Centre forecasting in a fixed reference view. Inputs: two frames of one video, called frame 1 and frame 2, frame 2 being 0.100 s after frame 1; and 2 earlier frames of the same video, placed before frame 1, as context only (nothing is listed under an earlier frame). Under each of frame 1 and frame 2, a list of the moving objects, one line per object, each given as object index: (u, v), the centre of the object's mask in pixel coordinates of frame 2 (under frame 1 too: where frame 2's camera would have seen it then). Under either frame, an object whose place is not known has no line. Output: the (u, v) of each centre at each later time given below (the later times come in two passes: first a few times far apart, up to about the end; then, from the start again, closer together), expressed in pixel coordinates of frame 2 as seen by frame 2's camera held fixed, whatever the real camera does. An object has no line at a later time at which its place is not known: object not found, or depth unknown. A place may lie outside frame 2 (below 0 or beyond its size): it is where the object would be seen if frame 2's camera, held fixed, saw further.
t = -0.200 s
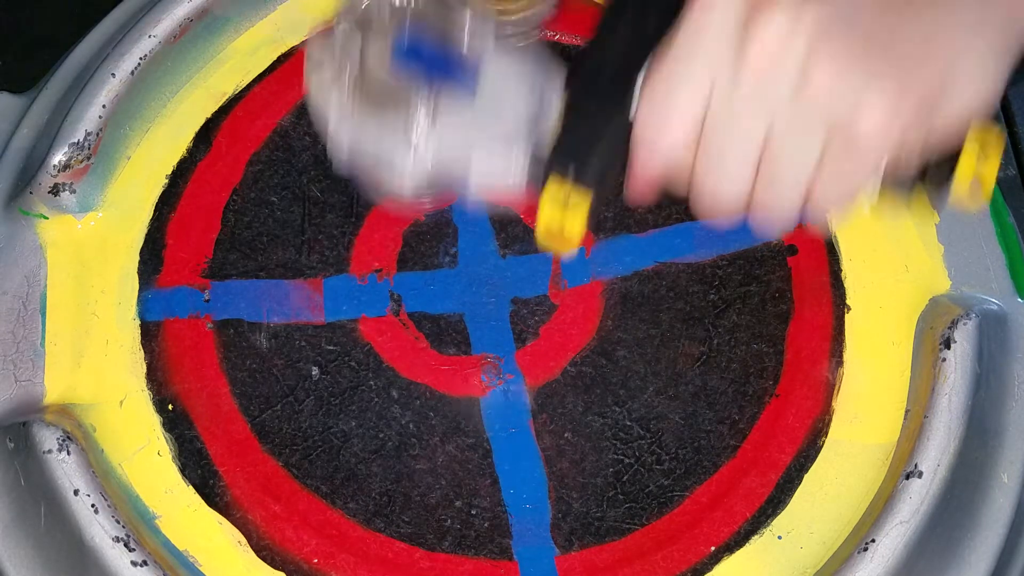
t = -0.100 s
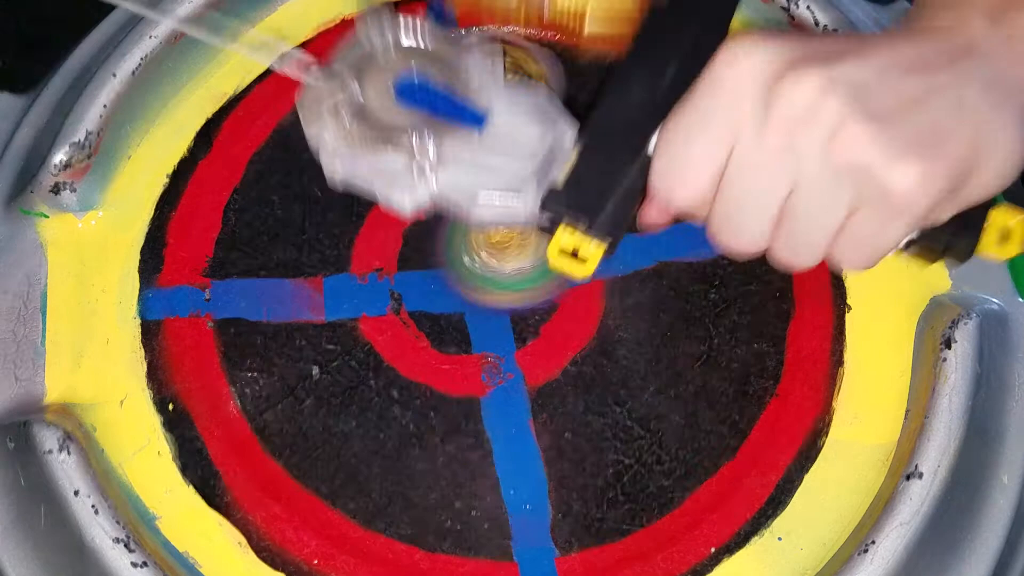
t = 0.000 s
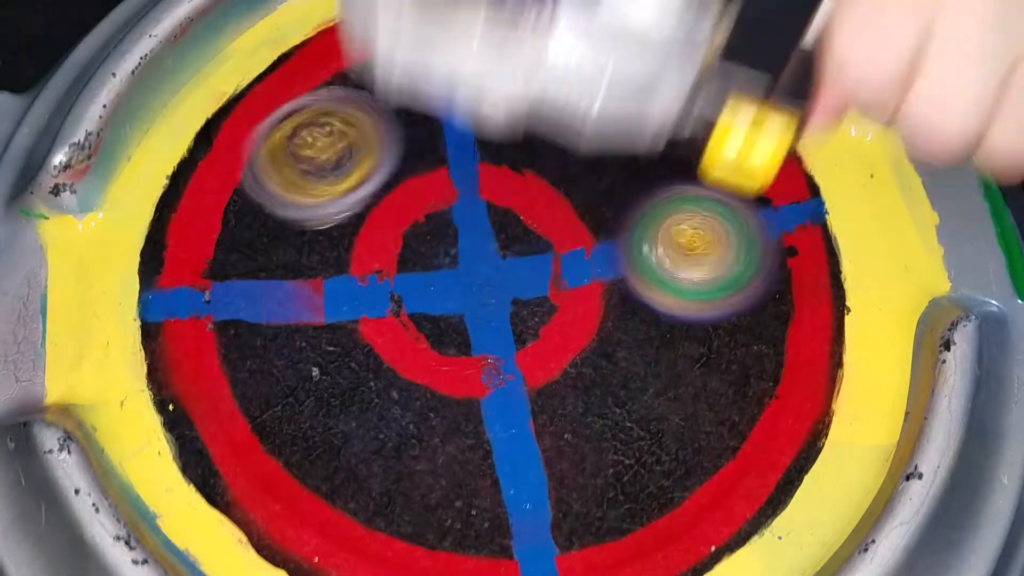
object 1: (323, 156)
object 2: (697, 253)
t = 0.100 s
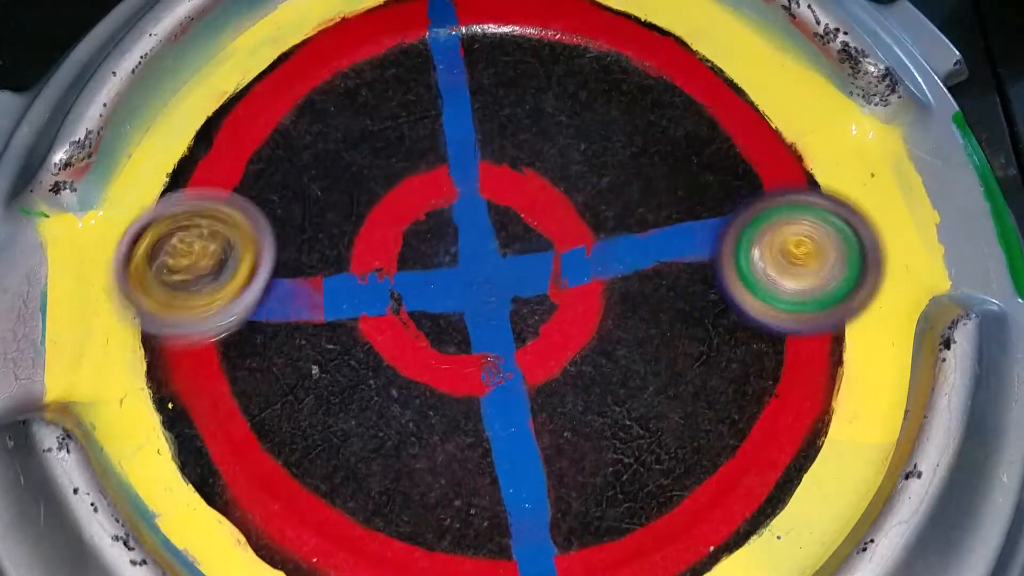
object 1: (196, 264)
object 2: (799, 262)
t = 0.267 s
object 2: (676, 337)
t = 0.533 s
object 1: (614, 539)
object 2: (568, 112)
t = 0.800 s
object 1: (555, 273)
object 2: (533, 123)
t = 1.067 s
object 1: (418, 358)
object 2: (507, 48)
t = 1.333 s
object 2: (565, 238)
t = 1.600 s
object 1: (631, 422)
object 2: (458, 206)
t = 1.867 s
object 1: (510, 285)
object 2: (367, 135)
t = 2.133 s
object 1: (425, 433)
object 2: (416, 107)
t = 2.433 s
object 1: (648, 370)
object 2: (489, 255)
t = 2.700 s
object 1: (450, 155)
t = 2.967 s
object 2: (163, 327)
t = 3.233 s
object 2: (304, 276)
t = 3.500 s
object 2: (419, 363)
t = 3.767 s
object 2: (473, 425)
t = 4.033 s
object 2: (421, 400)
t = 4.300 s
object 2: (376, 326)
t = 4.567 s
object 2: (455, 424)
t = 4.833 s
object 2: (578, 431)
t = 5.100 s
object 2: (601, 415)
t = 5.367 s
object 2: (618, 448)
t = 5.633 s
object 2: (581, 430)
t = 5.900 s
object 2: (540, 393)
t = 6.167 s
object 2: (593, 386)
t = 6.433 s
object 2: (615, 319)
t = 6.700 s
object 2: (592, 274)
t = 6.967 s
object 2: (584, 279)
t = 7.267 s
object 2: (586, 305)
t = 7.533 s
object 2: (626, 259)
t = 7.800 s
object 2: (566, 277)
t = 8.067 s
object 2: (540, 267)
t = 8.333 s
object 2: (527, 262)
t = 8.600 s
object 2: (563, 238)
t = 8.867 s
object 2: (610, 260)
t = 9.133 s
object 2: (613, 283)
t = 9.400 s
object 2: (647, 286)
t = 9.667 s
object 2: (680, 266)
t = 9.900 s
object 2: (679, 266)
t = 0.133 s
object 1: (175, 318)
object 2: (801, 274)
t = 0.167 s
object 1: (163, 378)
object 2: (783, 292)
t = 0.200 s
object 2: (758, 308)
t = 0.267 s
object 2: (676, 337)
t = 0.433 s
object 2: (589, 200)
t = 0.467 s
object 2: (583, 166)
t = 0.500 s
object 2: (576, 137)
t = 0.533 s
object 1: (614, 539)
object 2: (568, 112)
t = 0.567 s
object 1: (614, 523)
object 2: (560, 95)
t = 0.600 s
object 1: (614, 505)
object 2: (554, 83)
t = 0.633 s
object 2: (549, 78)
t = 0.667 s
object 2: (546, 81)
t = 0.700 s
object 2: (543, 89)
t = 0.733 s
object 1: (590, 328)
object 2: (540, 103)
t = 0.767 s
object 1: (571, 283)
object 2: (540, 120)
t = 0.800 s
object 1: (555, 273)
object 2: (533, 123)
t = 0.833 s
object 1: (544, 289)
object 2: (518, 96)
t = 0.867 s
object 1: (526, 302)
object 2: (507, 72)
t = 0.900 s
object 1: (505, 309)
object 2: (499, 54)
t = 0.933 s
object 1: (482, 315)
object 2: (492, 45)
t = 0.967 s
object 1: (462, 321)
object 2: (489, 40)
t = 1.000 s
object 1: (446, 331)
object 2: (491, 38)
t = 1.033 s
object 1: (430, 343)
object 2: (497, 41)
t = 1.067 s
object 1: (418, 358)
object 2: (507, 48)
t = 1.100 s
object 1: (409, 377)
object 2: (518, 58)
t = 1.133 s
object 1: (403, 394)
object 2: (527, 76)
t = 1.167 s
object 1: (403, 410)
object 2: (535, 100)
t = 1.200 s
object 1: (410, 423)
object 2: (544, 125)
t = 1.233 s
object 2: (553, 153)
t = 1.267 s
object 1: (437, 444)
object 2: (559, 181)
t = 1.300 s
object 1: (458, 447)
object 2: (563, 210)
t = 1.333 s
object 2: (565, 238)
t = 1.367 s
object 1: (507, 432)
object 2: (562, 265)
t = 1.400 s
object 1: (531, 427)
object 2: (556, 282)
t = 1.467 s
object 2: (523, 251)
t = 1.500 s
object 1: (600, 470)
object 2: (506, 238)
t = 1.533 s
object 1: (618, 461)
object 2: (489, 225)
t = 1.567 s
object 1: (627, 444)
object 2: (473, 215)
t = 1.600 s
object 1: (631, 422)
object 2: (458, 206)
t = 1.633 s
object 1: (626, 397)
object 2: (443, 199)
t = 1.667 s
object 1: (615, 371)
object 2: (430, 193)
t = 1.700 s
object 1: (600, 346)
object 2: (422, 188)
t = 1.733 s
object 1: (578, 320)
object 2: (418, 186)
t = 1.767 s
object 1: (549, 295)
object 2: (415, 186)
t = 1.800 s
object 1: (525, 279)
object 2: (414, 183)
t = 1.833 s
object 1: (522, 283)
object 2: (388, 157)
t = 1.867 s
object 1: (510, 285)
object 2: (367, 135)
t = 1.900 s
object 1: (489, 290)
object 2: (354, 117)
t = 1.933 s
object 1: (468, 299)
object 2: (346, 102)
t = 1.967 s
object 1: (449, 314)
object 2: (346, 93)
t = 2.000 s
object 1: (434, 332)
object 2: (353, 90)
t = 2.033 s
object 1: (423, 355)
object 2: (363, 89)
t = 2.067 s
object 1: (416, 379)
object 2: (379, 93)
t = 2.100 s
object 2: (398, 99)
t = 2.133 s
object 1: (425, 433)
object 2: (416, 107)
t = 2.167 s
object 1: (441, 457)
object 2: (435, 117)
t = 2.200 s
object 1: (467, 476)
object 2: (452, 129)
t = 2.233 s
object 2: (465, 143)
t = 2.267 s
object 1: (534, 488)
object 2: (476, 159)
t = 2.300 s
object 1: (570, 481)
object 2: (485, 177)
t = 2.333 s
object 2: (491, 196)
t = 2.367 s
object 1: (626, 436)
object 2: (495, 214)
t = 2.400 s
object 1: (642, 404)
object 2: (495, 234)
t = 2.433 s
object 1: (648, 370)
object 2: (489, 255)
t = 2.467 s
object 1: (645, 332)
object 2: (483, 275)
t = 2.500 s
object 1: (632, 294)
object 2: (474, 293)
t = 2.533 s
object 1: (614, 258)
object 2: (458, 312)
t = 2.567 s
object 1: (591, 226)
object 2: (435, 329)
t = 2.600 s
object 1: (563, 200)
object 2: (407, 344)
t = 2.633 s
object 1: (528, 179)
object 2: (375, 358)
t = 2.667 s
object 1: (490, 163)
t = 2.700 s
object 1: (450, 155)
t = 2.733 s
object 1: (410, 153)
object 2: (270, 378)
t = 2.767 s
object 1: (367, 158)
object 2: (236, 375)
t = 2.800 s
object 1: (328, 169)
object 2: (209, 364)
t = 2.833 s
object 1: (292, 189)
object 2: (191, 346)
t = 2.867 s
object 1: (265, 208)
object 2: (172, 338)
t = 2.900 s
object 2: (137, 357)
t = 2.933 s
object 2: (148, 333)
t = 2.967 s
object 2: (163, 327)
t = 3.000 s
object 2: (170, 319)
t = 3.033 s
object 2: (182, 313)
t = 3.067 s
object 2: (198, 304)
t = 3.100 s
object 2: (218, 292)
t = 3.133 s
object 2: (242, 281)
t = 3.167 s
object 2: (264, 271)
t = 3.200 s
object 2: (287, 262)
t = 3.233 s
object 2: (304, 276)
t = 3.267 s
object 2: (319, 294)
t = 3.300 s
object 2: (349, 322)
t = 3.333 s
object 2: (361, 330)
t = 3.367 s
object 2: (373, 337)
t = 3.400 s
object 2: (385, 340)
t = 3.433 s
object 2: (394, 342)
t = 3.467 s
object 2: (403, 345)
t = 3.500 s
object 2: (419, 363)
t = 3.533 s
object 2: (432, 380)
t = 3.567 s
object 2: (443, 392)
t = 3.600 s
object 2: (451, 401)
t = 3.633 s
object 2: (458, 408)
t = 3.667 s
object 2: (464, 413)
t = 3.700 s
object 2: (469, 416)
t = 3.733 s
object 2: (471, 420)
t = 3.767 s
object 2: (473, 425)
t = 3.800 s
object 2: (473, 429)
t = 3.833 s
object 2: (471, 431)
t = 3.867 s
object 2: (464, 428)
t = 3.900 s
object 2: (456, 423)
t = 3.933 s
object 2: (448, 419)
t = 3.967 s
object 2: (439, 414)
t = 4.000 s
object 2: (429, 407)
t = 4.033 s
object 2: (421, 400)
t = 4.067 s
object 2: (410, 390)
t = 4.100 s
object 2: (398, 377)
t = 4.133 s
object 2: (388, 365)
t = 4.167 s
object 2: (381, 355)
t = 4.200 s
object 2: (379, 346)
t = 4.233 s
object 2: (377, 338)
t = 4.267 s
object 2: (375, 331)
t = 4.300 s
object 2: (376, 326)
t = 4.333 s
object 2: (379, 341)
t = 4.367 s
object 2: (380, 368)
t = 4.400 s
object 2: (384, 386)
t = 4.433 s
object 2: (393, 400)
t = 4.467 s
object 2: (406, 409)
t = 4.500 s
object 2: (419, 416)
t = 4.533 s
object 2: (435, 421)
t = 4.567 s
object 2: (455, 424)
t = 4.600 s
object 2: (475, 427)
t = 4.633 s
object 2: (493, 429)
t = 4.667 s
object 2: (508, 431)
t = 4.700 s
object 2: (524, 431)
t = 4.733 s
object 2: (541, 431)
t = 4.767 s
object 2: (555, 431)
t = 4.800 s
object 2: (568, 431)
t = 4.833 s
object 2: (578, 431)
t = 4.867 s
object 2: (585, 431)
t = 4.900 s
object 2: (590, 430)
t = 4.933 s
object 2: (593, 429)
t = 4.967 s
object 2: (596, 427)
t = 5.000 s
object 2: (598, 425)
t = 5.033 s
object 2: (598, 423)
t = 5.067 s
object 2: (599, 419)
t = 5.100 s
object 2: (601, 415)
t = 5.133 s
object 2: (599, 411)
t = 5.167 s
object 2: (595, 408)
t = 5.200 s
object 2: (591, 405)
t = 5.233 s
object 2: (590, 401)
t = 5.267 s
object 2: (600, 423)
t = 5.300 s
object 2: (607, 437)
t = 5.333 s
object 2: (613, 445)
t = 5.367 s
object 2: (618, 448)
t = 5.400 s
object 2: (619, 449)
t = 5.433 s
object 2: (616, 446)
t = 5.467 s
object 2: (610, 441)
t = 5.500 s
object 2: (604, 433)
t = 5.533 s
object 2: (597, 428)
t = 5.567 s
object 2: (592, 432)
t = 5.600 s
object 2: (587, 432)
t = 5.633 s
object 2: (581, 430)
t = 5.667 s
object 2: (574, 423)
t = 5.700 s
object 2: (567, 416)
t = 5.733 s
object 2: (560, 408)
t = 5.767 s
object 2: (554, 399)
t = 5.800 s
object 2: (548, 392)
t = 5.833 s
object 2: (544, 395)
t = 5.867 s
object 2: (541, 396)
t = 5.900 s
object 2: (540, 393)
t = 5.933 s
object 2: (541, 388)
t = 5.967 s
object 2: (545, 389)
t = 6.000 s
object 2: (552, 395)
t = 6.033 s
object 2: (557, 396)
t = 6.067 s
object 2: (562, 393)
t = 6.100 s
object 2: (570, 390)
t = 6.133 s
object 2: (585, 391)
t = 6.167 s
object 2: (593, 386)
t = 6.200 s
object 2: (597, 380)
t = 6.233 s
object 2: (605, 376)
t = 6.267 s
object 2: (608, 369)
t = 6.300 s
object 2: (607, 362)
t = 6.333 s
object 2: (609, 352)
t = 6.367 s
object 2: (614, 341)
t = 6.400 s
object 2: (613, 331)
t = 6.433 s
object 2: (615, 319)
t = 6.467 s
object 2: (624, 300)
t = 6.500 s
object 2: (628, 286)
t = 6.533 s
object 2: (626, 277)
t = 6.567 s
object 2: (623, 272)
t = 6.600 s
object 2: (615, 271)
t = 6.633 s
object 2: (607, 272)
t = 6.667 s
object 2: (599, 273)
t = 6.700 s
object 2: (592, 274)
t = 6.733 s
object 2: (586, 277)
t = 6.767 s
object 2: (582, 282)
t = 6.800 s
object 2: (579, 286)
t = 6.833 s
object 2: (577, 289)
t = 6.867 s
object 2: (576, 289)
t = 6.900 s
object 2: (578, 287)
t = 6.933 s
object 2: (581, 282)
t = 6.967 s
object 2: (584, 279)
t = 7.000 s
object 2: (587, 278)
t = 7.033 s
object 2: (587, 280)
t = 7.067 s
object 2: (586, 282)
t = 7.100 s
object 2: (585, 286)
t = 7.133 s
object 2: (583, 291)
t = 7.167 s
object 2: (582, 296)
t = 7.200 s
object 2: (581, 300)
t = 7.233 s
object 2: (582, 304)
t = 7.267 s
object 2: (586, 305)
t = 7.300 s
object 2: (609, 291)
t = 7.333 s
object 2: (626, 277)
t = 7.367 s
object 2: (634, 267)
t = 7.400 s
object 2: (638, 263)
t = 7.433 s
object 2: (640, 260)
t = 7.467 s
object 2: (637, 259)
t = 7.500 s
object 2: (633, 259)
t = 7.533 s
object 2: (626, 259)
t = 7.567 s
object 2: (619, 261)
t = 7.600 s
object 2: (611, 264)
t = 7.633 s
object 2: (602, 266)
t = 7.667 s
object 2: (593, 270)
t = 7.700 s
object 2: (584, 272)
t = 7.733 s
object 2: (577, 274)
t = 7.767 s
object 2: (569, 275)
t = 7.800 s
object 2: (566, 277)
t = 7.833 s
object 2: (569, 276)
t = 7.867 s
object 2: (568, 276)
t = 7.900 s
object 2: (565, 275)
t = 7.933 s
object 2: (559, 273)
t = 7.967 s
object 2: (555, 271)
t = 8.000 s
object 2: (551, 270)
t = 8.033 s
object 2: (546, 269)
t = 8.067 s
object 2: (540, 267)
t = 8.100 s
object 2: (534, 266)
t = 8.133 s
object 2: (527, 265)
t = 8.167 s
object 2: (522, 265)
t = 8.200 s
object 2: (516, 264)
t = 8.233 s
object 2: (515, 264)
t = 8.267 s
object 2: (524, 266)
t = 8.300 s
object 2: (527, 265)
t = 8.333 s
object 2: (527, 262)
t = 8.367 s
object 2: (532, 258)
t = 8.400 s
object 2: (534, 254)
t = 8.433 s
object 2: (535, 252)
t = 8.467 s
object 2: (544, 249)
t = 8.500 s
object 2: (546, 247)
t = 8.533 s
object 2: (543, 247)
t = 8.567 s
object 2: (543, 245)
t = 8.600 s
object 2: (563, 238)
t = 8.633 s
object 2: (582, 233)
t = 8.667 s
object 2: (592, 230)
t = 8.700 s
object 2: (598, 232)
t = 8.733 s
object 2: (601, 238)
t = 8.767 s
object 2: (604, 243)
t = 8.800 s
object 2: (606, 250)
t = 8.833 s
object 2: (609, 256)
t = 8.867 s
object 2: (610, 260)
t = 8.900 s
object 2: (611, 265)
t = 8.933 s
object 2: (612, 268)
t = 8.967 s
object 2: (613, 271)
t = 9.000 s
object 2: (613, 274)
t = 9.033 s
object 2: (611, 277)
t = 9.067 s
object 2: (611, 279)
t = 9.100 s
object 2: (614, 281)
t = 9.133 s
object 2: (613, 283)
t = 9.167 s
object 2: (613, 285)
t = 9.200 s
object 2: (611, 288)
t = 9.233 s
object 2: (609, 289)
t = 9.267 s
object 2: (607, 291)
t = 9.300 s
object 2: (605, 292)
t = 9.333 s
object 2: (605, 292)
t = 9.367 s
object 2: (629, 289)
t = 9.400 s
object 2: (647, 286)
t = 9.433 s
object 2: (655, 284)
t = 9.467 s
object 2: (657, 283)
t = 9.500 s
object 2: (653, 283)
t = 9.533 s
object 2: (646, 283)
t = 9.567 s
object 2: (635, 284)
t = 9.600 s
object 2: (630, 283)
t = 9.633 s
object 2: (659, 274)
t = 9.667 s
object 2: (680, 266)
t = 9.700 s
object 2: (691, 261)
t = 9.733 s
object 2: (695, 260)
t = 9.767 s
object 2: (696, 261)
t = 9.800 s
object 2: (694, 262)
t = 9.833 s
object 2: (690, 263)
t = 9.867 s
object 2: (686, 265)
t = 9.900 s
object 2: (679, 266)
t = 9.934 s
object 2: (672, 267)
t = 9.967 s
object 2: (665, 269)
